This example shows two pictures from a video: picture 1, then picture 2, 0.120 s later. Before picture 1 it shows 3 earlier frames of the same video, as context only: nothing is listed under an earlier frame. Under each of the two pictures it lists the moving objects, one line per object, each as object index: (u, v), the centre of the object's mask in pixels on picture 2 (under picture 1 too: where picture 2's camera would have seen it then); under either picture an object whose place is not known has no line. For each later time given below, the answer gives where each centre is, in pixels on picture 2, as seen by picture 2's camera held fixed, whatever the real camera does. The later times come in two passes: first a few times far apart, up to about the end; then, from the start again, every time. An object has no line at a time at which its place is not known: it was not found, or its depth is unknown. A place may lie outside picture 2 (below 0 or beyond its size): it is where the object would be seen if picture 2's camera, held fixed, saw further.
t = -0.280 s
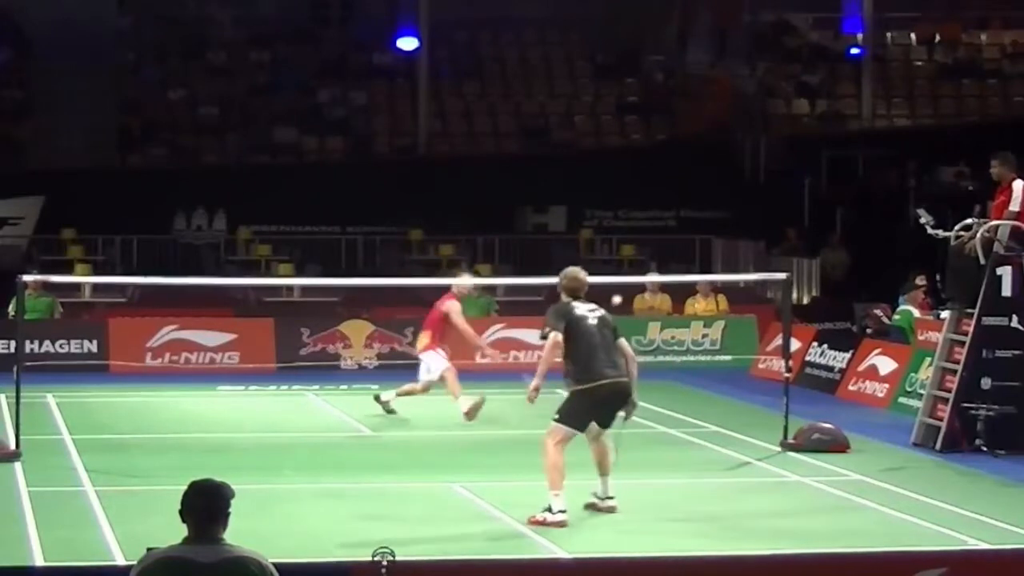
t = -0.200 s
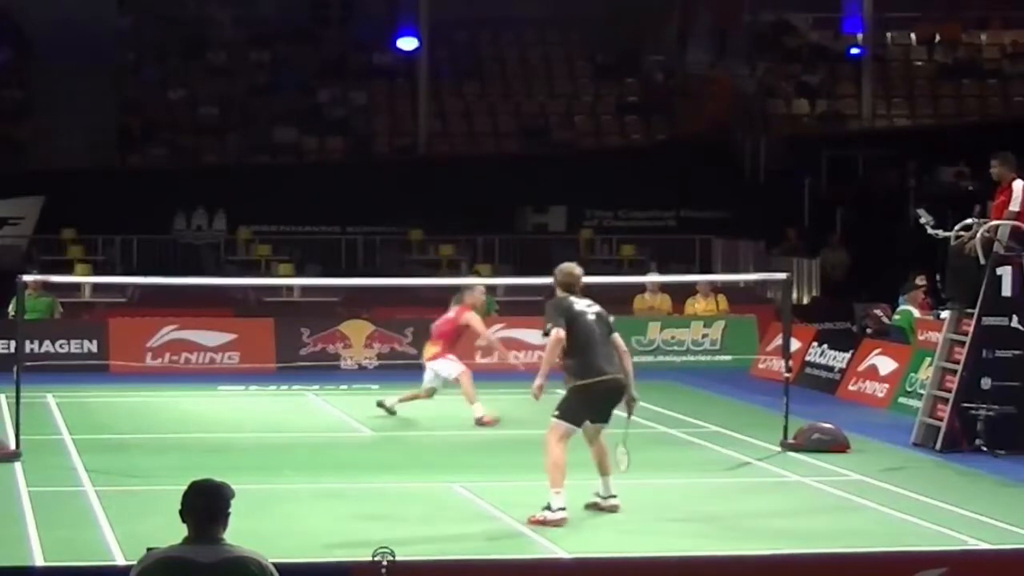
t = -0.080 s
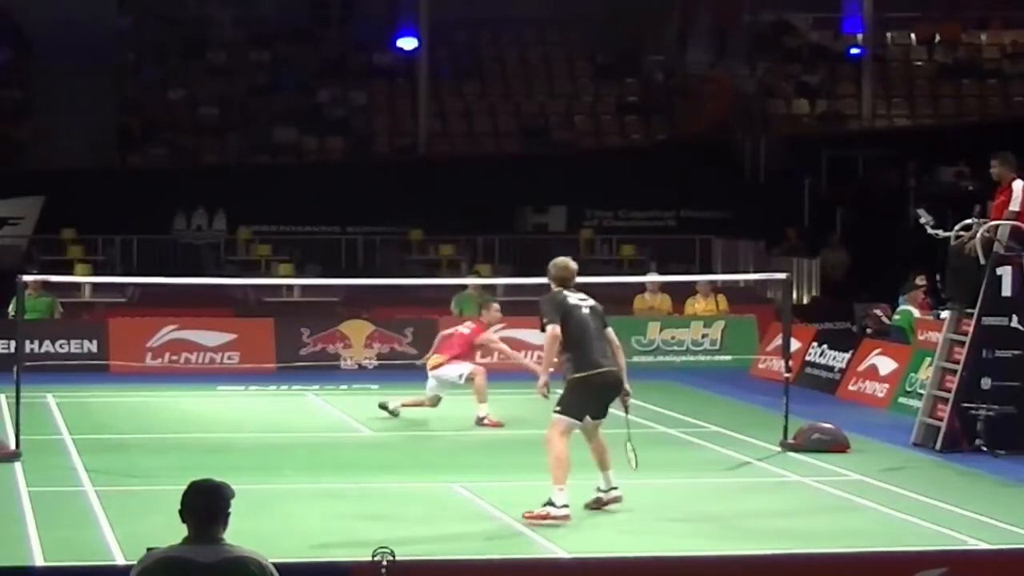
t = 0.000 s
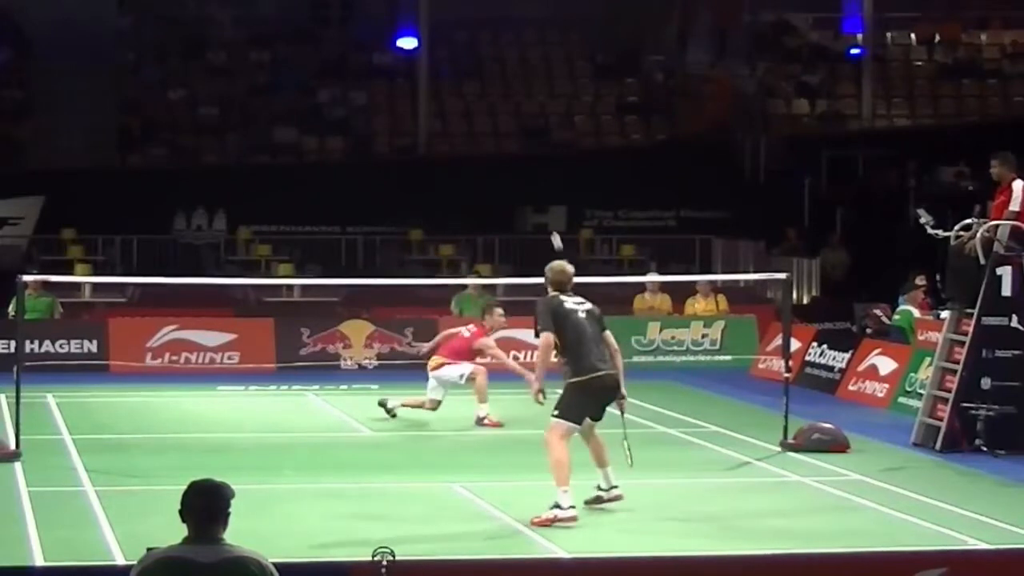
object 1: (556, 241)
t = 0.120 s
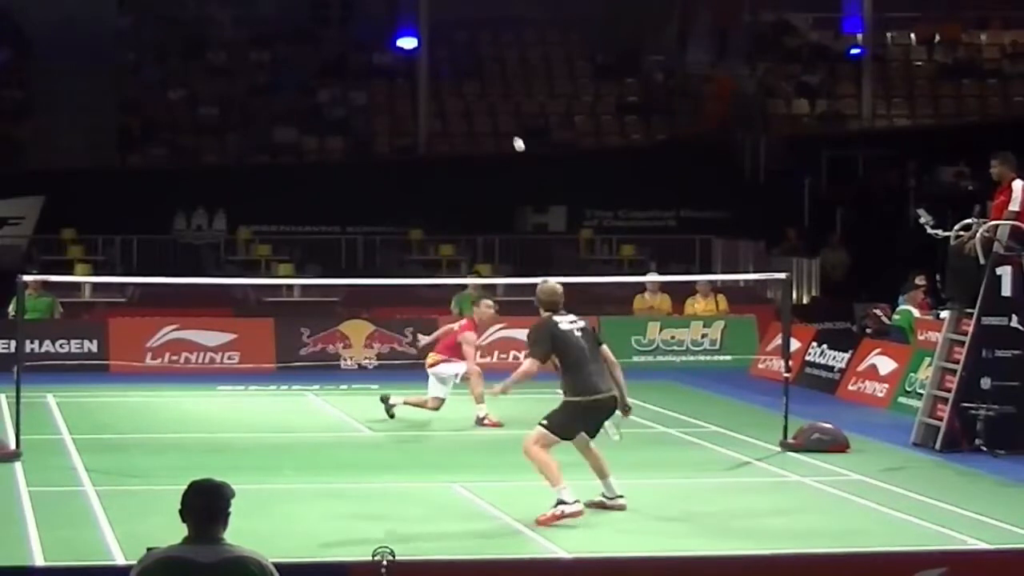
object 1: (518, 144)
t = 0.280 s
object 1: (478, 68)
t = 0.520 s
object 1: (427, 29)
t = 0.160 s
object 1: (507, 120)
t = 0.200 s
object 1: (497, 99)
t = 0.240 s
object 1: (487, 83)
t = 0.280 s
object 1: (478, 68)
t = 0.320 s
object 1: (469, 56)
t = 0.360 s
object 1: (460, 47)
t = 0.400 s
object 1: (451, 39)
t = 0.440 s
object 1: (443, 33)
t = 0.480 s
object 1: (435, 30)
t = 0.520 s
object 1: (427, 29)
